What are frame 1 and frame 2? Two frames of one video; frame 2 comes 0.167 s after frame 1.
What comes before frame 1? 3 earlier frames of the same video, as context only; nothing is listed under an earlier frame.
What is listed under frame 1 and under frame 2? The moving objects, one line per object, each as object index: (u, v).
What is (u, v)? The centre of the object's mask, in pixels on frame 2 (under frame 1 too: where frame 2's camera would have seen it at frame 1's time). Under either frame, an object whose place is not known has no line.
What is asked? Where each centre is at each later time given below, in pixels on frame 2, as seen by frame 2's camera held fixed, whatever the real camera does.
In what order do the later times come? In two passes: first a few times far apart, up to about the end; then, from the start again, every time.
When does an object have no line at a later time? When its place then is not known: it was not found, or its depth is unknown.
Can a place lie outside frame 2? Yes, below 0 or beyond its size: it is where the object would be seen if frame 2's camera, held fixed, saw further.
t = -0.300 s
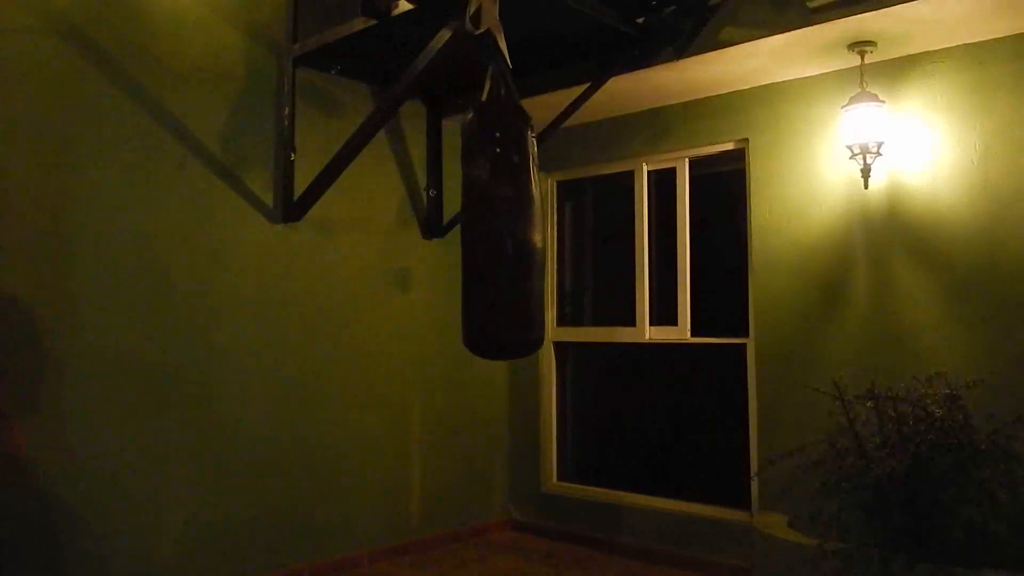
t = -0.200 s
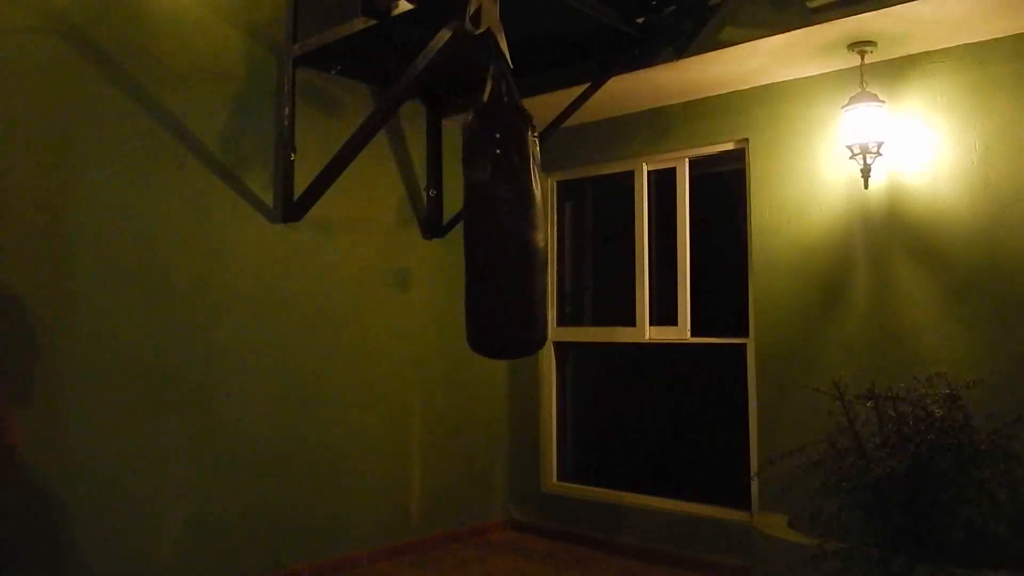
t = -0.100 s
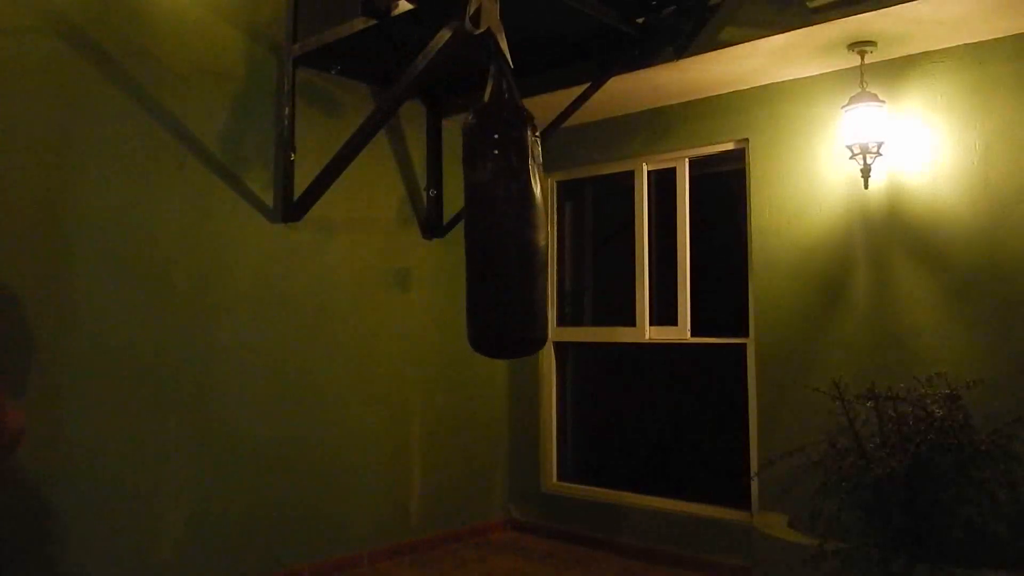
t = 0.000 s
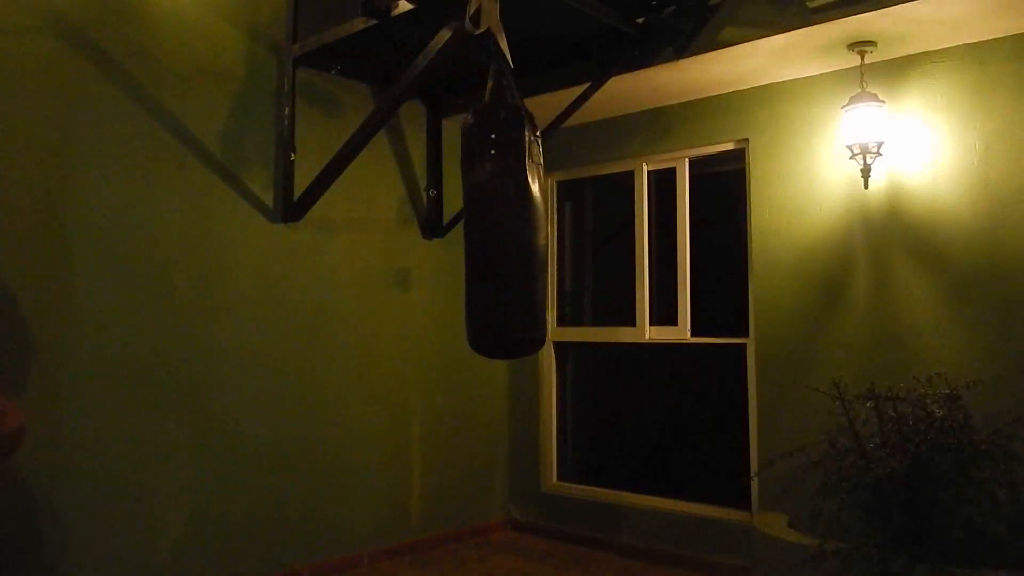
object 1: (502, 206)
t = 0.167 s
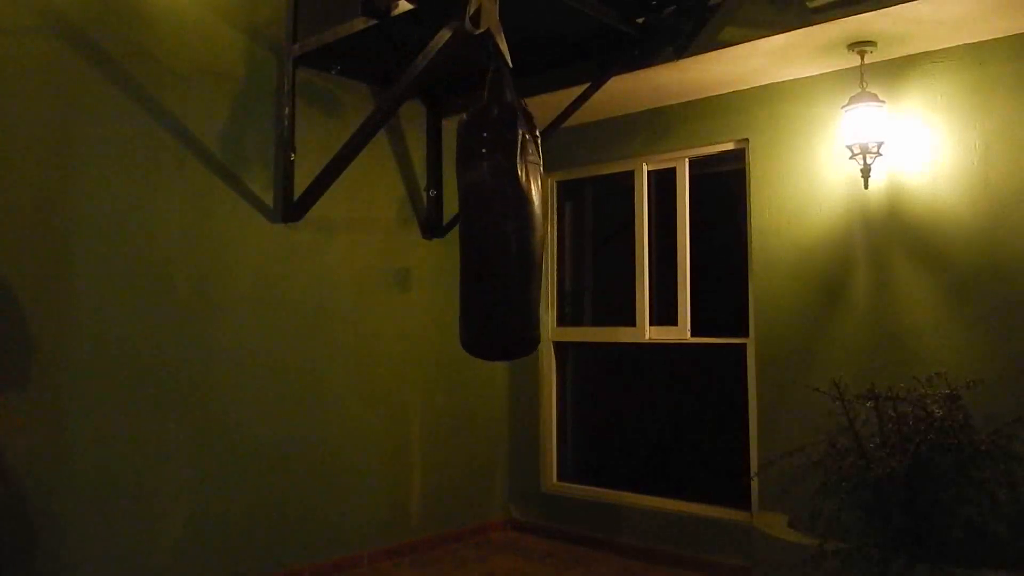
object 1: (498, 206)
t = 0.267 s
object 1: (495, 207)
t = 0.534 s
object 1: (482, 207)
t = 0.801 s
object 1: (474, 211)
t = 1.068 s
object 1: (479, 211)
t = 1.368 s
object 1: (495, 213)
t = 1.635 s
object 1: (507, 213)
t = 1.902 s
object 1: (511, 206)
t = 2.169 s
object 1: (505, 208)
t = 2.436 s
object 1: (485, 211)
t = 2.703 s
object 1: (471, 211)
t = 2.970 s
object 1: (468, 210)
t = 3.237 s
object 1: (478, 207)
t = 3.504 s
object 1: (497, 208)
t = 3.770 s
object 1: (509, 206)
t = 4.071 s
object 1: (507, 211)
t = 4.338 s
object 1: (494, 212)
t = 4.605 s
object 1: (480, 207)
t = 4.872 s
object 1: (475, 208)
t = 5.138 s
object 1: (483, 209)
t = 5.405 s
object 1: (497, 208)
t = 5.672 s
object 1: (507, 209)
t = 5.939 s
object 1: (506, 210)
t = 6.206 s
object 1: (494, 211)
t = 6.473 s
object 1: (478, 210)
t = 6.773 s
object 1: (472, 209)
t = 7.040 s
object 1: (482, 208)
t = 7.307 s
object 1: (499, 205)
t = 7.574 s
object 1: (512, 204)
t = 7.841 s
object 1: (513, 206)
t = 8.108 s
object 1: (503, 212)
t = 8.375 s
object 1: (486, 212)
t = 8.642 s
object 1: (474, 212)
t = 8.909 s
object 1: (474, 209)
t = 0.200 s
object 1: (497, 206)
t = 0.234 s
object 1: (496, 206)
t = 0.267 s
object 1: (495, 207)
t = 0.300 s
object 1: (494, 208)
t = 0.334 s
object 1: (492, 209)
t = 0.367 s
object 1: (490, 209)
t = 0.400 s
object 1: (489, 210)
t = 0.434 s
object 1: (487, 208)
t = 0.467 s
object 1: (485, 206)
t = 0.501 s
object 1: (484, 208)
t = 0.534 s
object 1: (482, 207)
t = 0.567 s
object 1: (480, 207)
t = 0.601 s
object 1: (479, 208)
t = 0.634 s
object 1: (478, 209)
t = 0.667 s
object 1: (477, 209)
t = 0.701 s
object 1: (476, 209)
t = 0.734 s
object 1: (475, 209)
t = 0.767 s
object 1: (475, 210)
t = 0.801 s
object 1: (474, 211)
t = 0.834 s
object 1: (474, 211)
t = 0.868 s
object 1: (474, 211)
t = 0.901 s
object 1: (474, 211)
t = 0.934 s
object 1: (475, 211)
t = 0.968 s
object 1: (476, 211)
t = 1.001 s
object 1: (477, 211)
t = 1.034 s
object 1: (478, 211)
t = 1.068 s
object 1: (479, 211)
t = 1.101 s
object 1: (480, 212)
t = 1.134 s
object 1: (481, 212)
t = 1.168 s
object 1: (484, 214)
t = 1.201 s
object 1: (486, 214)
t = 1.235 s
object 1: (488, 212)
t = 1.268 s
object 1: (490, 213)
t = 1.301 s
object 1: (492, 213)
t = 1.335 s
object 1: (494, 213)
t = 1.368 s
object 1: (495, 213)
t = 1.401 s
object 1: (497, 213)
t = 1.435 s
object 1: (499, 213)
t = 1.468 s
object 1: (501, 214)
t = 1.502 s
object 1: (502, 214)
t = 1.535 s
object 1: (504, 215)
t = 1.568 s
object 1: (505, 215)
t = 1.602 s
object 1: (506, 214)
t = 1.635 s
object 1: (507, 213)
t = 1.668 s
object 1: (509, 212)
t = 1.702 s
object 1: (510, 211)
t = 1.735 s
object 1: (510, 210)
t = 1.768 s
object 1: (511, 209)
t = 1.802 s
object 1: (510, 207)
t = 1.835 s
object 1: (511, 207)
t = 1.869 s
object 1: (512, 207)
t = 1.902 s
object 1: (511, 206)
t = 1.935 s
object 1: (510, 205)
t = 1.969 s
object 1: (510, 205)
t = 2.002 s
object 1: (510, 206)
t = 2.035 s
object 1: (510, 206)
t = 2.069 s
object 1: (508, 206)
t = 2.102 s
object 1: (507, 207)
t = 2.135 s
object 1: (507, 208)
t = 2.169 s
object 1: (505, 208)
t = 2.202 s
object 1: (504, 209)
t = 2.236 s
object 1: (501, 209)
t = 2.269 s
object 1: (498, 209)
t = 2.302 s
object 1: (496, 210)
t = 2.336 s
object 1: (494, 211)
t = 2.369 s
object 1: (491, 211)
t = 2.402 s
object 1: (489, 212)
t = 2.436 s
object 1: (485, 211)
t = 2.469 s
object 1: (483, 210)
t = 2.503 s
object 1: (481, 211)
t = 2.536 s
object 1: (479, 211)
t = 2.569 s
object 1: (477, 212)
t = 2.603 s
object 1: (475, 211)
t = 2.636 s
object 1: (473, 212)
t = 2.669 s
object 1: (472, 212)
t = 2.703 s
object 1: (471, 211)
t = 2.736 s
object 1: (470, 212)
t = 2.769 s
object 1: (469, 211)
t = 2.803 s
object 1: (468, 211)
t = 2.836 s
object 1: (467, 211)
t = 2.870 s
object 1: (467, 211)
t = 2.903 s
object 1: (467, 210)
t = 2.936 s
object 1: (467, 210)
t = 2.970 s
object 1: (468, 210)
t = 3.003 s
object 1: (469, 209)
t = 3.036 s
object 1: (470, 208)
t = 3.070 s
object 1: (471, 208)
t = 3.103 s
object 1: (472, 207)
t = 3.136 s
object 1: (473, 207)
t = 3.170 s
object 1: (475, 207)
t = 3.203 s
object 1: (477, 206)
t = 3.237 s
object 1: (478, 207)
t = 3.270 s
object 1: (482, 209)
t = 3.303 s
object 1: (484, 207)
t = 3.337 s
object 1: (486, 208)
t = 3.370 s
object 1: (488, 208)
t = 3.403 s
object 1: (490, 207)
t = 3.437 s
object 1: (492, 207)
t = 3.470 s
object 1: (495, 208)
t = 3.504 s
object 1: (497, 208)
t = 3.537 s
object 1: (500, 208)
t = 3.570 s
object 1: (502, 207)
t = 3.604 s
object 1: (504, 207)
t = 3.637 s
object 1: (505, 207)
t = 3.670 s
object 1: (507, 206)
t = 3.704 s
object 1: (508, 206)
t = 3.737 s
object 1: (509, 206)
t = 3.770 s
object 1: (509, 206)
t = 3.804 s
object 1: (509, 206)
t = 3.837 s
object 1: (510, 206)
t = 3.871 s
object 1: (510, 206)
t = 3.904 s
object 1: (510, 206)
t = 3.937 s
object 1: (510, 207)
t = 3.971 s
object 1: (509, 207)
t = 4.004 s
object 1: (509, 208)
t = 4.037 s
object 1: (508, 210)
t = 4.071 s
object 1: (507, 211)
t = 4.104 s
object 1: (506, 212)
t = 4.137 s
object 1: (505, 213)
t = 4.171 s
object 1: (503, 213)
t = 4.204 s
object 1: (502, 213)
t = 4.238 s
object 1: (499, 213)
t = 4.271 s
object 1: (498, 212)
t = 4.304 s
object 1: (496, 212)
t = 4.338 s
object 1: (494, 212)
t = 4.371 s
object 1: (492, 211)
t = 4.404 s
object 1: (491, 210)
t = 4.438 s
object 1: (489, 210)
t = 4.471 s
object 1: (487, 210)
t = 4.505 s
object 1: (485, 209)
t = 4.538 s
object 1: (483, 207)
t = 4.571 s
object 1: (481, 207)
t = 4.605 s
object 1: (480, 207)
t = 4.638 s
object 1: (478, 206)
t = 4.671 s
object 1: (477, 207)
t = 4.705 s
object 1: (477, 208)
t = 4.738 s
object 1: (476, 208)
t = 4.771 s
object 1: (476, 208)
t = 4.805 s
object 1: (475, 209)
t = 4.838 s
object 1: (475, 208)
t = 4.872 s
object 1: (475, 208)
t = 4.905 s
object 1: (475, 208)
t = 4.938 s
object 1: (476, 208)
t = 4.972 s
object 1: (476, 208)
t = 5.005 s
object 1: (478, 208)
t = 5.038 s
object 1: (478, 208)
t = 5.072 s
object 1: (480, 209)
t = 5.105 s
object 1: (481, 209)
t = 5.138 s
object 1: (483, 209)
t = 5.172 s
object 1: (485, 210)
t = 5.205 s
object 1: (487, 210)
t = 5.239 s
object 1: (489, 209)
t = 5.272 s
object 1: (491, 208)
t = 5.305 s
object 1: (493, 211)
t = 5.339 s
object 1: (494, 209)
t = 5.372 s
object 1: (496, 208)
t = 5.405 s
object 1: (497, 208)
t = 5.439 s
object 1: (499, 208)
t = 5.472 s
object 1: (500, 209)
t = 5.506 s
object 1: (502, 210)
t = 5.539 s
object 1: (503, 210)
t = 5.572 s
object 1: (504, 210)
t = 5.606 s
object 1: (505, 209)
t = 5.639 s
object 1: (505, 206)
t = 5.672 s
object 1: (507, 209)
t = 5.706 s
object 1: (507, 207)
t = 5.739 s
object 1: (507, 207)
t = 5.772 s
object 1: (507, 209)
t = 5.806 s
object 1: (507, 207)
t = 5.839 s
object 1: (508, 209)
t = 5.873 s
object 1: (507, 207)
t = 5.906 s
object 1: (507, 209)
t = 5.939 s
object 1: (506, 210)
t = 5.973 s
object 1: (505, 209)
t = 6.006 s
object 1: (504, 210)
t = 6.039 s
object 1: (503, 211)
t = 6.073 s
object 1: (501, 211)
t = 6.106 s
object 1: (500, 212)
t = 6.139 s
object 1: (498, 213)
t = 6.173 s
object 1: (496, 213)
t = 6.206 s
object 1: (494, 211)
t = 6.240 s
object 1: (492, 211)
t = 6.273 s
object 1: (491, 213)
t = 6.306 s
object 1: (488, 211)
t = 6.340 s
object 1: (486, 211)
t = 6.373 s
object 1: (484, 212)
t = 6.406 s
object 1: (482, 210)
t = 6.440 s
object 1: (481, 212)
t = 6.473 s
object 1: (478, 210)
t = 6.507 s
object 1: (477, 210)
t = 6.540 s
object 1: (476, 210)
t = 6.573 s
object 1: (475, 210)
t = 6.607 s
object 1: (474, 210)
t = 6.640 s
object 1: (473, 210)
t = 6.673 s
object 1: (472, 209)
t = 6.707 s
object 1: (472, 209)
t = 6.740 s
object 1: (472, 209)
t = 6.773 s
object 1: (472, 209)
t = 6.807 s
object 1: (473, 209)
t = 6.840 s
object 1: (473, 208)
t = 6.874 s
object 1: (474, 208)
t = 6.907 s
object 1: (475, 208)
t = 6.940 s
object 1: (477, 209)
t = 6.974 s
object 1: (478, 208)
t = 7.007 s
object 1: (480, 208)
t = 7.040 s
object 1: (482, 208)
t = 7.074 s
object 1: (484, 209)
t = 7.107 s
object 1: (487, 208)
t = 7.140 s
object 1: (489, 207)
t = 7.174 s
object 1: (491, 207)
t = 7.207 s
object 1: (493, 207)
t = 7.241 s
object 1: (495, 206)
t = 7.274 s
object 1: (497, 205)
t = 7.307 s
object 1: (499, 205)
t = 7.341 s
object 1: (502, 207)
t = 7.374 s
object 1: (503, 205)
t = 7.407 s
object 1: (505, 204)
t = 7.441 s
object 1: (507, 207)
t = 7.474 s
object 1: (508, 207)
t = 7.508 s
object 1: (509, 205)
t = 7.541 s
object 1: (511, 206)
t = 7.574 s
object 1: (512, 204)
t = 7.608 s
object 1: (512, 203)
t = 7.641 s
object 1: (513, 203)
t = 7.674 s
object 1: (513, 203)
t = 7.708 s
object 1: (513, 203)
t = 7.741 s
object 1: (514, 204)
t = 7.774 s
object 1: (514, 204)
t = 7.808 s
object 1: (513, 205)
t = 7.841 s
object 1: (513, 206)
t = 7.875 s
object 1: (512, 206)
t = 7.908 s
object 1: (512, 207)
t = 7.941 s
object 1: (511, 209)
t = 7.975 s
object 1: (510, 209)
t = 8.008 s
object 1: (508, 210)
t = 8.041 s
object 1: (507, 211)
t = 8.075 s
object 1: (505, 212)
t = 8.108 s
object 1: (503, 212)
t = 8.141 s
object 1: (501, 212)
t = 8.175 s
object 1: (499, 212)
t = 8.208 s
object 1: (497, 213)
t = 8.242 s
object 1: (495, 212)
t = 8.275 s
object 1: (493, 212)
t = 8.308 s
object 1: (491, 213)
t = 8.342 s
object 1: (489, 212)
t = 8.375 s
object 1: (486, 212)
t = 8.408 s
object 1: (484, 212)
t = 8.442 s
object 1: (482, 212)
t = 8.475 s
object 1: (481, 212)
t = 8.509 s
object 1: (479, 212)
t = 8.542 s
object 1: (477, 212)
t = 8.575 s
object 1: (476, 212)
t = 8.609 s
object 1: (475, 212)
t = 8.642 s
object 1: (474, 212)
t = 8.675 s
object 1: (473, 212)
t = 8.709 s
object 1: (473, 212)
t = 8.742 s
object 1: (472, 212)
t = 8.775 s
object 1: (472, 212)
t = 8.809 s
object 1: (472, 212)
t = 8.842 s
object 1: (472, 211)
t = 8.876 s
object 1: (473, 210)
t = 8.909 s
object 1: (474, 209)
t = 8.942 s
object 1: (475, 208)
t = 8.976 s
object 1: (476, 207)
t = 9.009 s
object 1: (478, 207)
